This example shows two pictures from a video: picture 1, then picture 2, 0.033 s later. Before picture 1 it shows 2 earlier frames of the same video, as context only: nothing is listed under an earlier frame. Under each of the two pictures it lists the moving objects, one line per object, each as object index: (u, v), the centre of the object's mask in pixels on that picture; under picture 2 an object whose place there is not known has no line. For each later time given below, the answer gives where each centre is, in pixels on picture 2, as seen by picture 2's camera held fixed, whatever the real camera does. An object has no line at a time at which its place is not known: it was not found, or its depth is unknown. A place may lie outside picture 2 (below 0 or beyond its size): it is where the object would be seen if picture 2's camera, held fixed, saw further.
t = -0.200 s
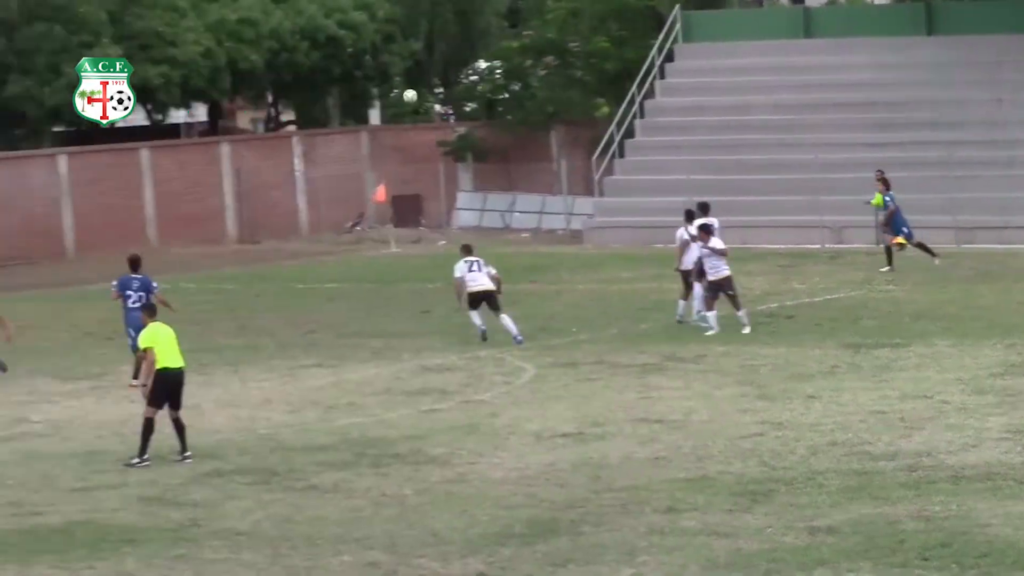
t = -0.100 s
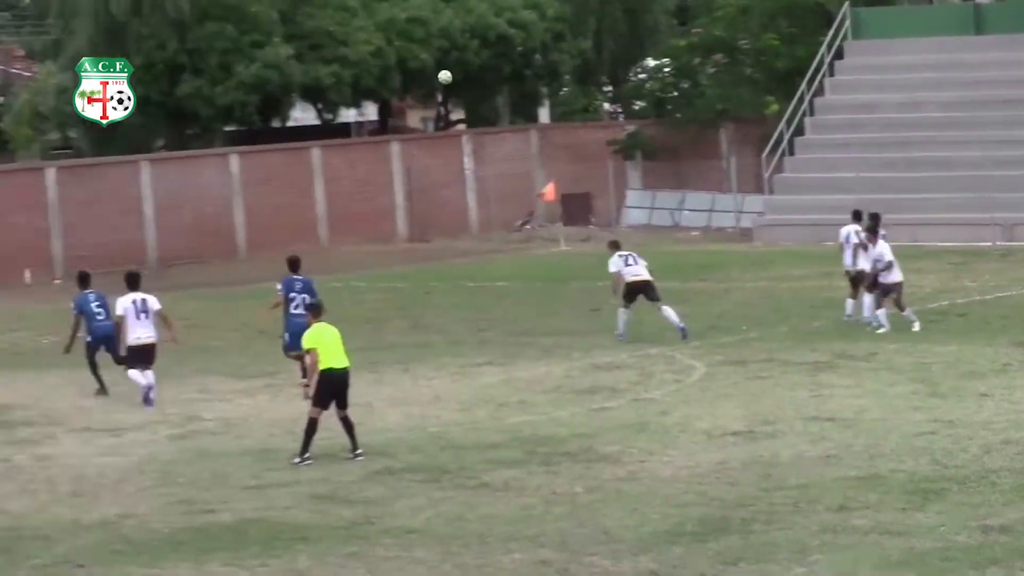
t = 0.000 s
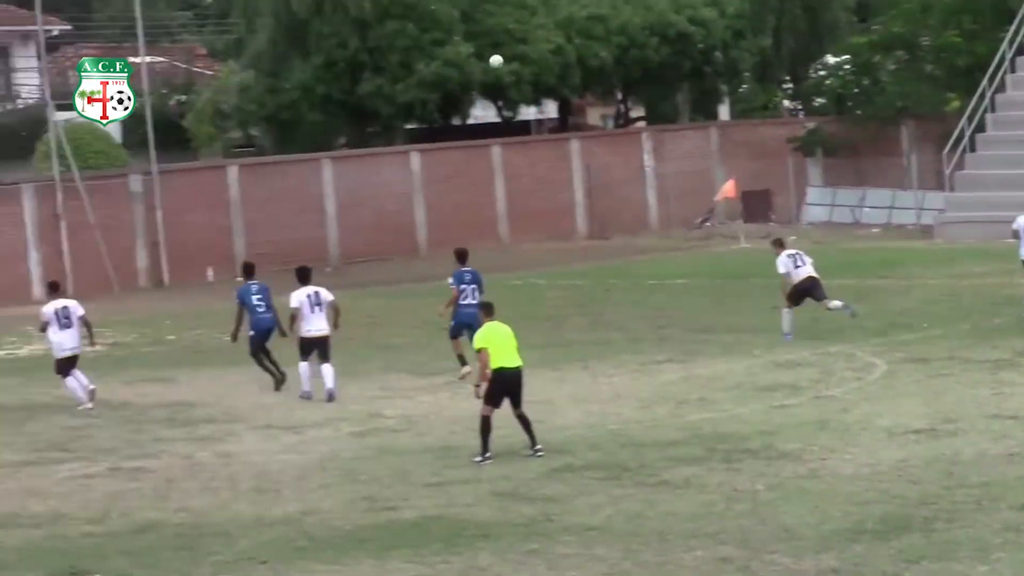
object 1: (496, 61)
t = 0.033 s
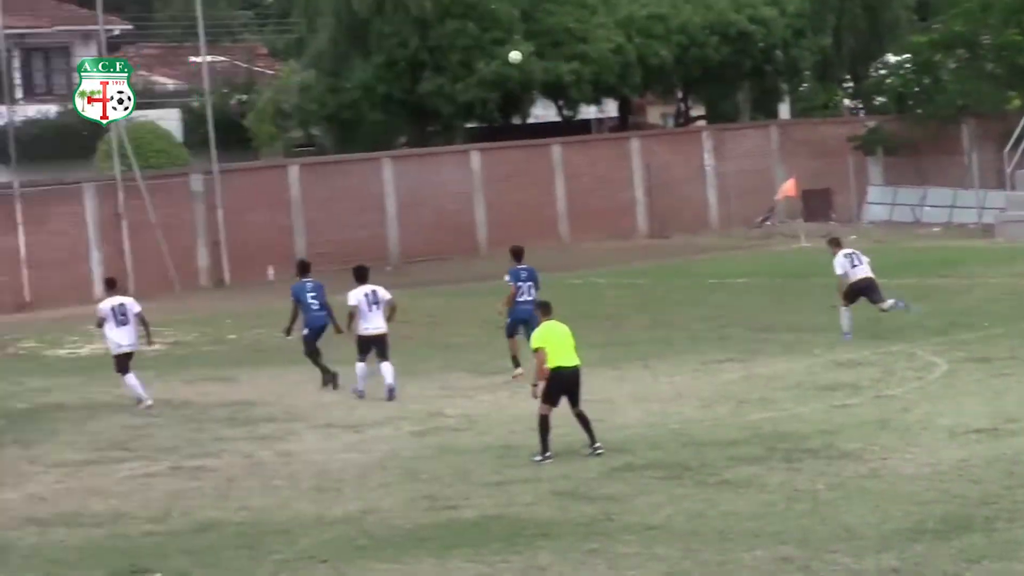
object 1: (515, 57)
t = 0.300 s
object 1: (198, 41)
